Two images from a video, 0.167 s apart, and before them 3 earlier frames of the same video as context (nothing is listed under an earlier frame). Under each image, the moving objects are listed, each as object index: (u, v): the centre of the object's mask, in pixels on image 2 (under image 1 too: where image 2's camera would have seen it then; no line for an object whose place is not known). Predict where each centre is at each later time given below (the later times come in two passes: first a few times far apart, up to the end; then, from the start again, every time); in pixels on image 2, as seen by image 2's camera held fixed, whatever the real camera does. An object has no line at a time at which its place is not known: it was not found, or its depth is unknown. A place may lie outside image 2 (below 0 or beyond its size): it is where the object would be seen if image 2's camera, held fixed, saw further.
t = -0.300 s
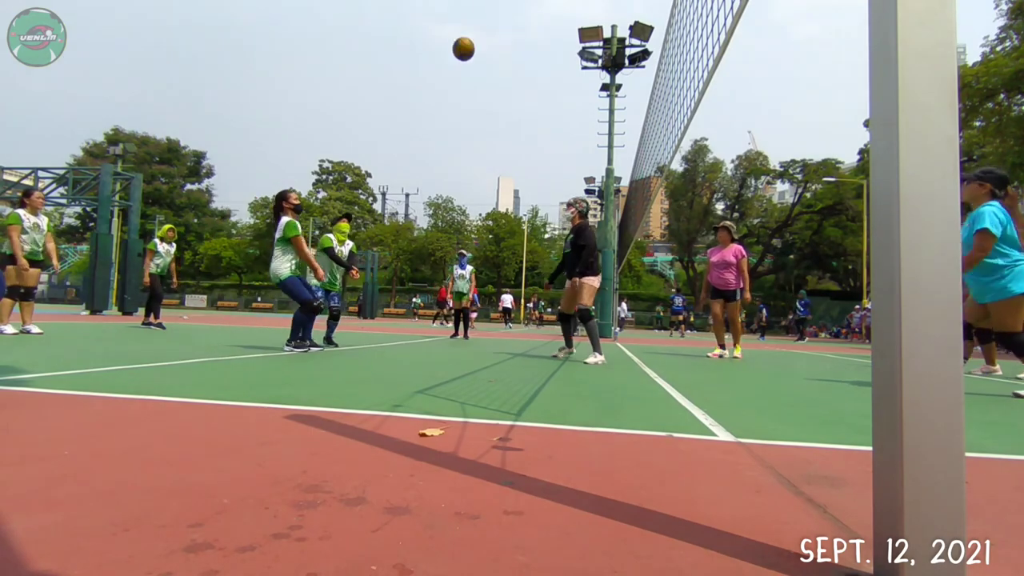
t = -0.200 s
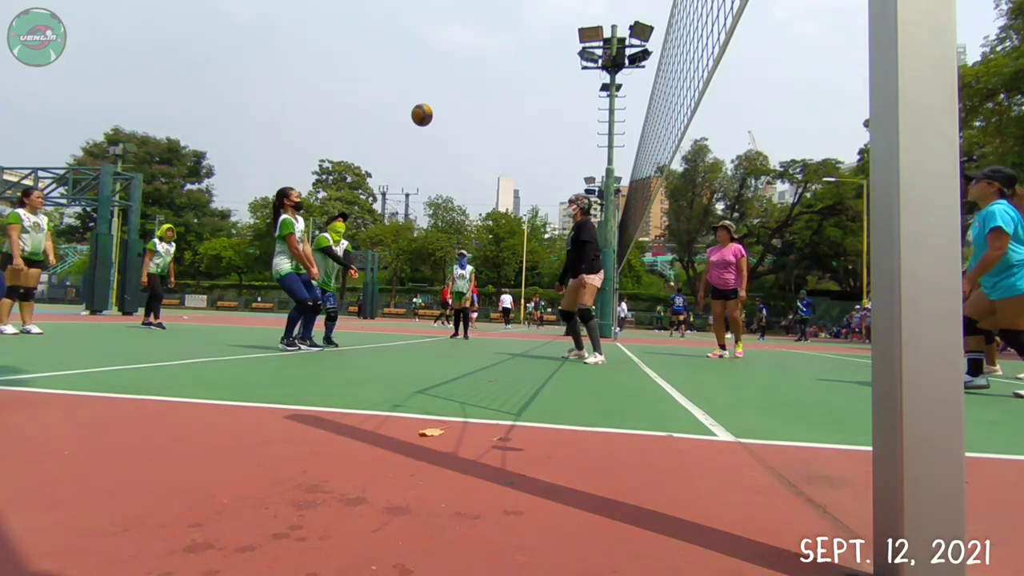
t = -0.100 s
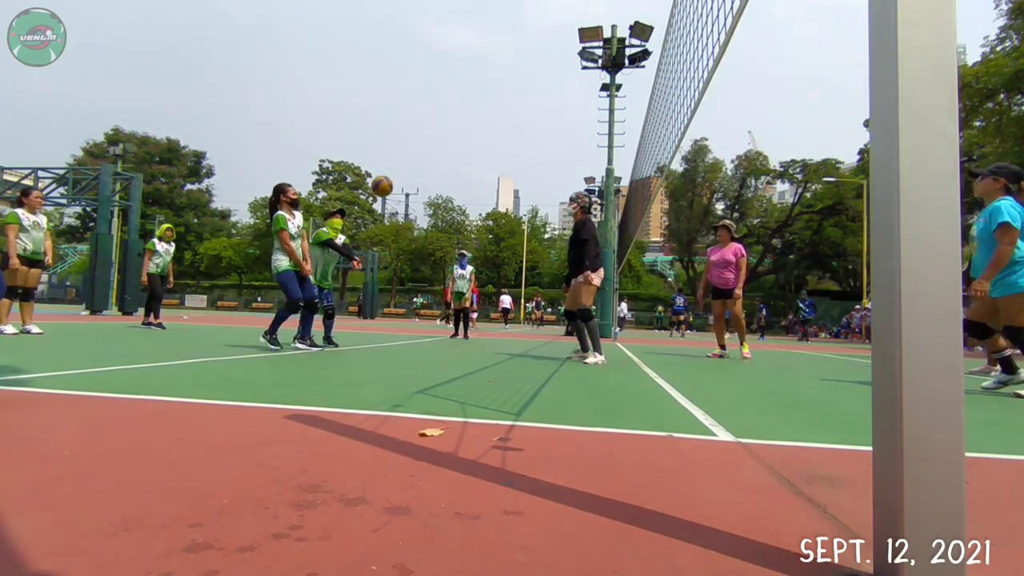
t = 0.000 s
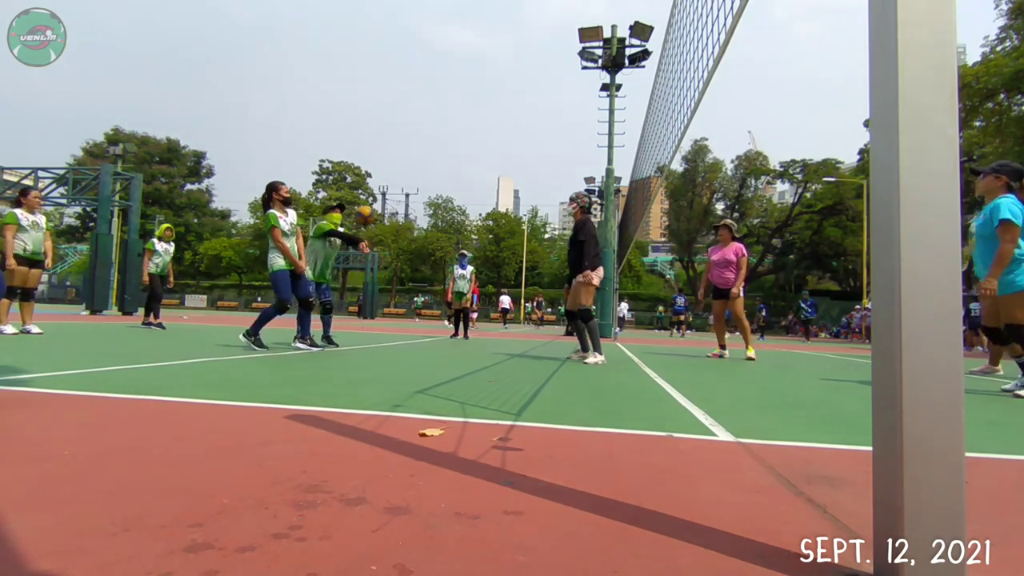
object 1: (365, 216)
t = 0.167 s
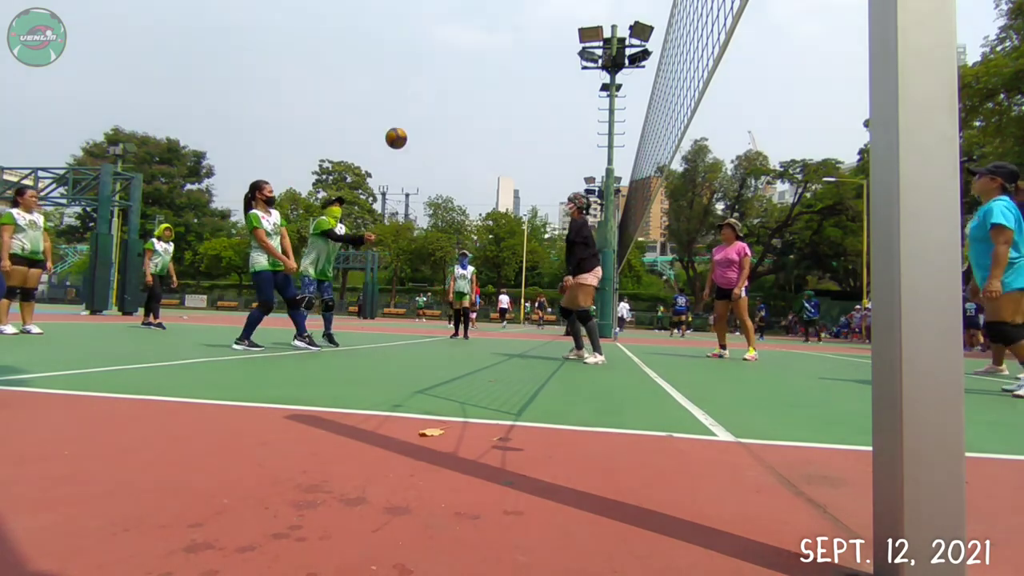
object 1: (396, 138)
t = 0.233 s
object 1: (408, 113)
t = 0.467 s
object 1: (453, 59)
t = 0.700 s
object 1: (499, 57)
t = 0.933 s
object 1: (545, 117)
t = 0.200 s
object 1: (402, 125)
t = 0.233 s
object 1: (408, 113)
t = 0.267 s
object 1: (415, 102)
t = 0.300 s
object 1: (421, 92)
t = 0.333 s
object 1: (427, 83)
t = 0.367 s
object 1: (434, 76)
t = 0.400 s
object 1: (440, 69)
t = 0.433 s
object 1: (446, 63)
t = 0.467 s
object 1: (453, 59)
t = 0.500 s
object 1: (459, 55)
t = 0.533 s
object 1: (466, 52)
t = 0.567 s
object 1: (472, 51)
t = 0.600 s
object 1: (479, 51)
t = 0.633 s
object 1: (485, 51)
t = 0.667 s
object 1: (492, 53)
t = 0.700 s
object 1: (499, 57)
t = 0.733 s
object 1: (505, 61)
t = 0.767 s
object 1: (512, 67)
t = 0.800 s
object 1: (519, 74)
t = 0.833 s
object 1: (525, 83)
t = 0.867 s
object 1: (532, 93)
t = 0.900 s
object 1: (539, 104)
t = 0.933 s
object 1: (545, 117)
